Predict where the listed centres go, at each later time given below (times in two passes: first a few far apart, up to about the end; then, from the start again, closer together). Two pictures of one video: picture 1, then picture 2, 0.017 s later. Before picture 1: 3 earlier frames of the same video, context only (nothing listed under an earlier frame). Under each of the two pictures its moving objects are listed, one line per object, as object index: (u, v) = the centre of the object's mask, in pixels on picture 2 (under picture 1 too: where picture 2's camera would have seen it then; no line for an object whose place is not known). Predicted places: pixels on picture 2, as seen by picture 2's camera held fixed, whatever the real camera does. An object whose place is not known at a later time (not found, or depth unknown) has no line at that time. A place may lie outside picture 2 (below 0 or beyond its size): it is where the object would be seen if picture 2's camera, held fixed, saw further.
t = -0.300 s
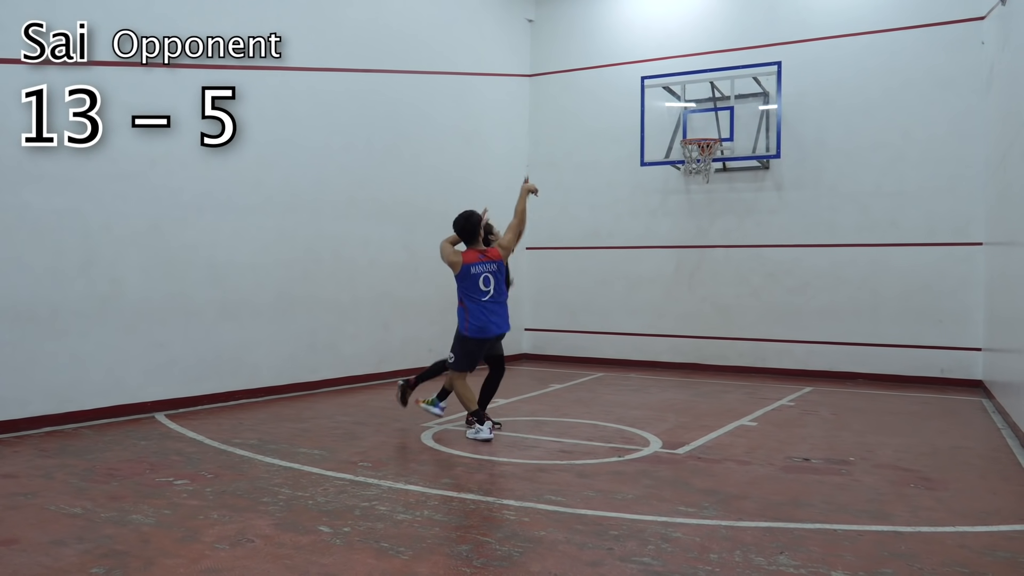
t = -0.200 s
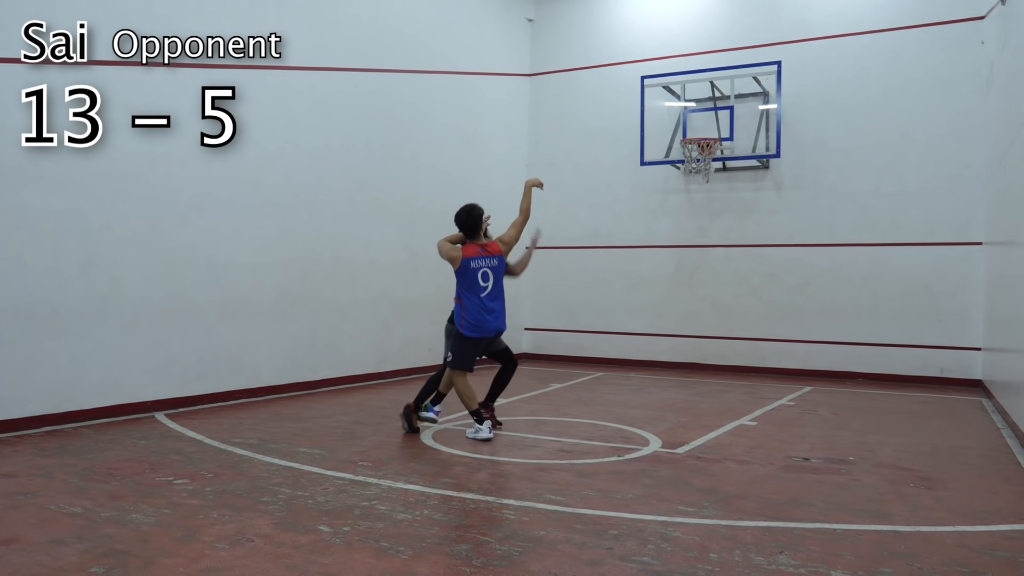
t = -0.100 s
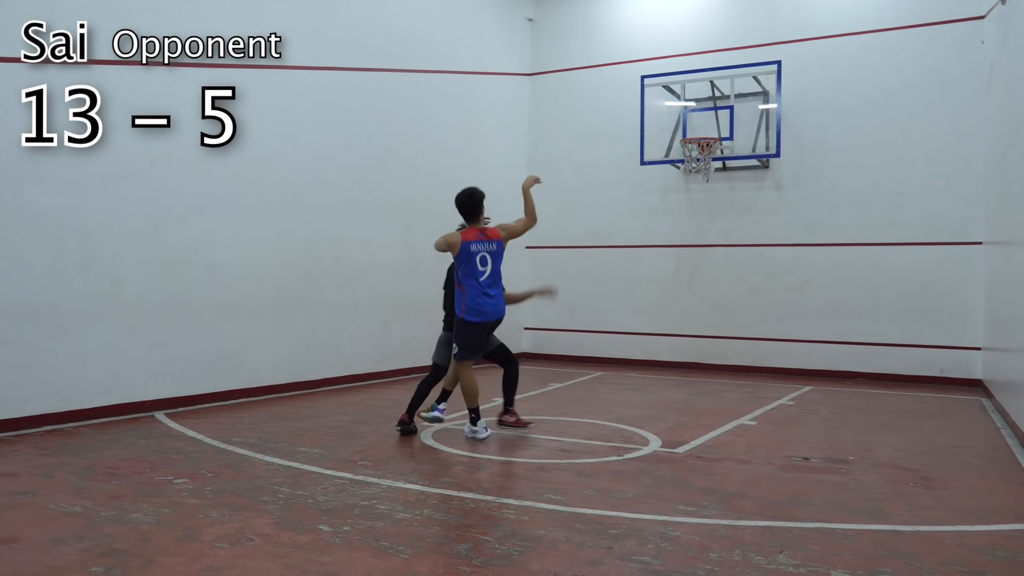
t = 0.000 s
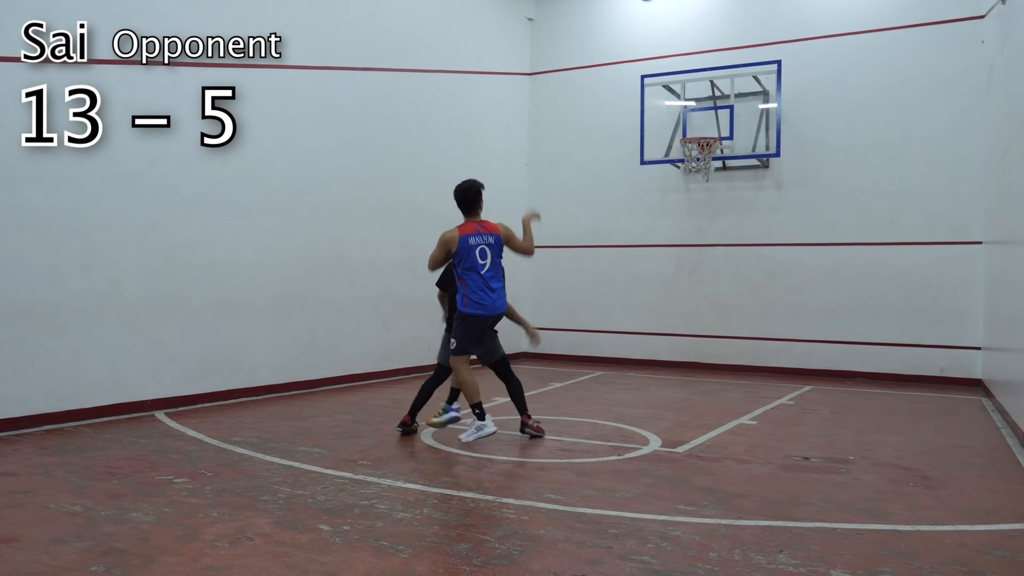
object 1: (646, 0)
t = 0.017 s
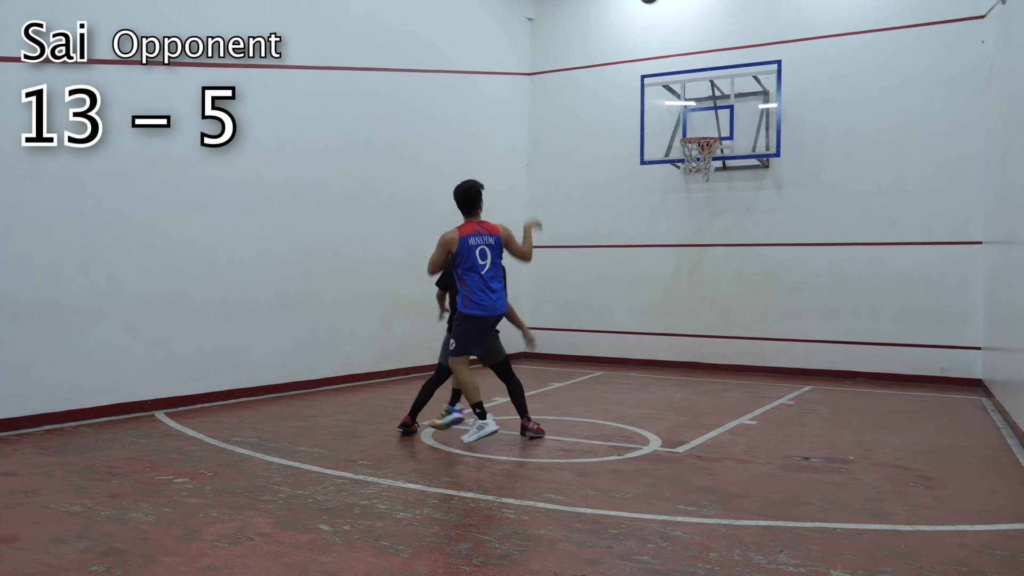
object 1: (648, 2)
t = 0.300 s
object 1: (685, 76)
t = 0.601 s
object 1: (705, 173)
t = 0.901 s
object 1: (708, 240)
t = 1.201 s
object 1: (710, 370)
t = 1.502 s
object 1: (699, 281)
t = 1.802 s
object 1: (686, 256)
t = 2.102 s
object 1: (670, 300)
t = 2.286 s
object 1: (660, 365)
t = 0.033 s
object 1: (651, 3)
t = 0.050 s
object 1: (654, 4)
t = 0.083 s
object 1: (659, 8)
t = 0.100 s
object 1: (661, 12)
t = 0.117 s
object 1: (663, 16)
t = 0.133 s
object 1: (665, 21)
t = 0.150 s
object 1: (668, 25)
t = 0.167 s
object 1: (670, 30)
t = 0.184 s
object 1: (672, 36)
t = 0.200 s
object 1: (674, 41)
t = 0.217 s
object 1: (676, 46)
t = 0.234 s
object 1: (678, 52)
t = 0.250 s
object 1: (680, 58)
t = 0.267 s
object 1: (682, 64)
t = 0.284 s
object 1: (683, 69)
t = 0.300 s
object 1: (685, 76)
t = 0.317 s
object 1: (687, 82)
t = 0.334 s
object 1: (689, 88)
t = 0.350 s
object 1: (691, 95)
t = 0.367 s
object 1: (692, 102)
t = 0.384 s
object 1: (694, 109)
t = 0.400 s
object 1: (696, 116)
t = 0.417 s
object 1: (697, 123)
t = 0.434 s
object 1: (699, 129)
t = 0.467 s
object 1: (701, 149)
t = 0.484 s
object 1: (704, 150)
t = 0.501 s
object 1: (704, 161)
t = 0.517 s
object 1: (705, 160)
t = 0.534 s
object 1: (702, 165)
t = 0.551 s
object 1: (700, 168)
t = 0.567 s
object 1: (701, 170)
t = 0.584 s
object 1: (706, 172)
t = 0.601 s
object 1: (705, 173)
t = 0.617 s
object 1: (706, 175)
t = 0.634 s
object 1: (706, 176)
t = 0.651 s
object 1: (707, 178)
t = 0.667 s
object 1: (707, 180)
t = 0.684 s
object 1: (707, 183)
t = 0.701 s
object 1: (707, 186)
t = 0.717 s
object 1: (707, 189)
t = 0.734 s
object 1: (707, 193)
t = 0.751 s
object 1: (707, 197)
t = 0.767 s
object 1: (708, 200)
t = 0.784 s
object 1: (708, 204)
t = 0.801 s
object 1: (708, 209)
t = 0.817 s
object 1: (708, 213)
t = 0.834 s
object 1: (708, 218)
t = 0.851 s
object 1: (708, 223)
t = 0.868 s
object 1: (708, 228)
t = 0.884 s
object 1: (708, 234)
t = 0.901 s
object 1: (708, 240)
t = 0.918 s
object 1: (708, 245)
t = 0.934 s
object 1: (709, 251)
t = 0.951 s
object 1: (709, 257)
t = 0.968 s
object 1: (709, 263)
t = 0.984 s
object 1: (709, 269)
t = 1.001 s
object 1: (709, 276)
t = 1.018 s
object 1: (709, 283)
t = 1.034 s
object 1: (709, 290)
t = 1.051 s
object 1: (709, 297)
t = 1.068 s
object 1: (709, 305)
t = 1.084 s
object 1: (709, 313)
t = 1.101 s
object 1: (709, 320)
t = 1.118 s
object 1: (710, 328)
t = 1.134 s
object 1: (710, 336)
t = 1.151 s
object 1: (710, 346)
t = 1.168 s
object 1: (710, 353)
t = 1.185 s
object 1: (710, 362)
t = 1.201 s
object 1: (710, 370)
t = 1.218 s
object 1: (710, 364)
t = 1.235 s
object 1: (709, 357)
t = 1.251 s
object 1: (708, 351)
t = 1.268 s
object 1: (708, 346)
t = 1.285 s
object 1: (707, 339)
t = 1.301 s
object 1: (706, 334)
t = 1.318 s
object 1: (706, 328)
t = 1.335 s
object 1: (705, 323)
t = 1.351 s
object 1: (705, 318)
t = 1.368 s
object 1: (704, 313)
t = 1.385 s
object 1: (704, 308)
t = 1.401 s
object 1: (703, 304)
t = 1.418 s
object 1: (702, 300)
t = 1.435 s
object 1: (702, 295)
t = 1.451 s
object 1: (701, 292)
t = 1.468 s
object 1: (700, 288)
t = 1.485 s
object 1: (700, 284)
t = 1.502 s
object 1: (699, 281)
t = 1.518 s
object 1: (698, 278)
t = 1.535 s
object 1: (697, 275)
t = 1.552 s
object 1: (697, 272)
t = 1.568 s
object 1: (696, 270)
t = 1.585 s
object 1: (695, 267)
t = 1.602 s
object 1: (695, 265)
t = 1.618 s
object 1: (694, 264)
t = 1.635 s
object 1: (693, 262)
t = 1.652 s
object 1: (693, 260)
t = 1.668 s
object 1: (692, 259)
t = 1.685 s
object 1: (691, 258)
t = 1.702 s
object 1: (690, 257)
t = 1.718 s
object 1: (690, 256)
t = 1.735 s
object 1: (689, 256)
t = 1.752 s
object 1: (688, 256)
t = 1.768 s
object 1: (687, 256)
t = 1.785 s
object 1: (687, 256)
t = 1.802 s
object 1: (686, 256)
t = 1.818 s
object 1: (685, 257)
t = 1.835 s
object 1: (684, 257)
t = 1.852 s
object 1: (683, 258)
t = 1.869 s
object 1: (683, 260)
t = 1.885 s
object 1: (682, 261)
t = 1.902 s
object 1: (681, 263)
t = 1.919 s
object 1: (680, 265)
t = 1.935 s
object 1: (679, 267)
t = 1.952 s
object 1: (678, 269)
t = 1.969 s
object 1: (678, 272)
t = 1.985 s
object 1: (677, 275)
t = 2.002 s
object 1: (676, 278)
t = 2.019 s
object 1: (675, 281)
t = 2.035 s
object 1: (674, 284)
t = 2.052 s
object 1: (673, 288)
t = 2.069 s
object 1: (672, 292)
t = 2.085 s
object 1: (671, 296)
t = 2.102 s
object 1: (670, 300)
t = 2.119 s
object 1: (669, 305)
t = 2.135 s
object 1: (669, 310)
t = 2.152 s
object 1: (668, 315)
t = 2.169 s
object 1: (667, 320)
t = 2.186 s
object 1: (666, 326)
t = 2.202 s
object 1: (665, 331)
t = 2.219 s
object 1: (664, 338)
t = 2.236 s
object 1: (663, 345)
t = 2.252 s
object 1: (662, 350)
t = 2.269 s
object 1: (661, 357)
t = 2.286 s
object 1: (660, 365)
